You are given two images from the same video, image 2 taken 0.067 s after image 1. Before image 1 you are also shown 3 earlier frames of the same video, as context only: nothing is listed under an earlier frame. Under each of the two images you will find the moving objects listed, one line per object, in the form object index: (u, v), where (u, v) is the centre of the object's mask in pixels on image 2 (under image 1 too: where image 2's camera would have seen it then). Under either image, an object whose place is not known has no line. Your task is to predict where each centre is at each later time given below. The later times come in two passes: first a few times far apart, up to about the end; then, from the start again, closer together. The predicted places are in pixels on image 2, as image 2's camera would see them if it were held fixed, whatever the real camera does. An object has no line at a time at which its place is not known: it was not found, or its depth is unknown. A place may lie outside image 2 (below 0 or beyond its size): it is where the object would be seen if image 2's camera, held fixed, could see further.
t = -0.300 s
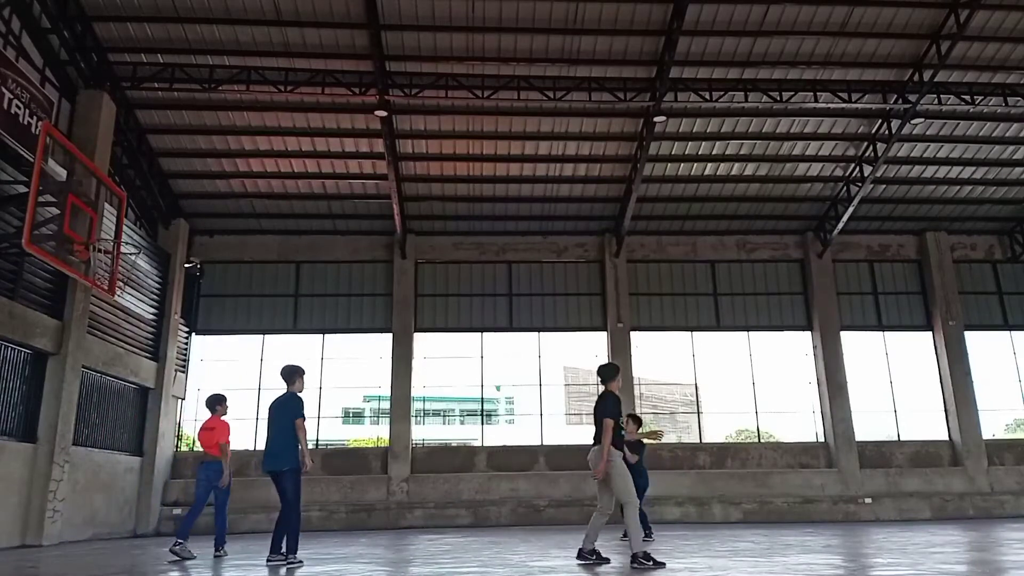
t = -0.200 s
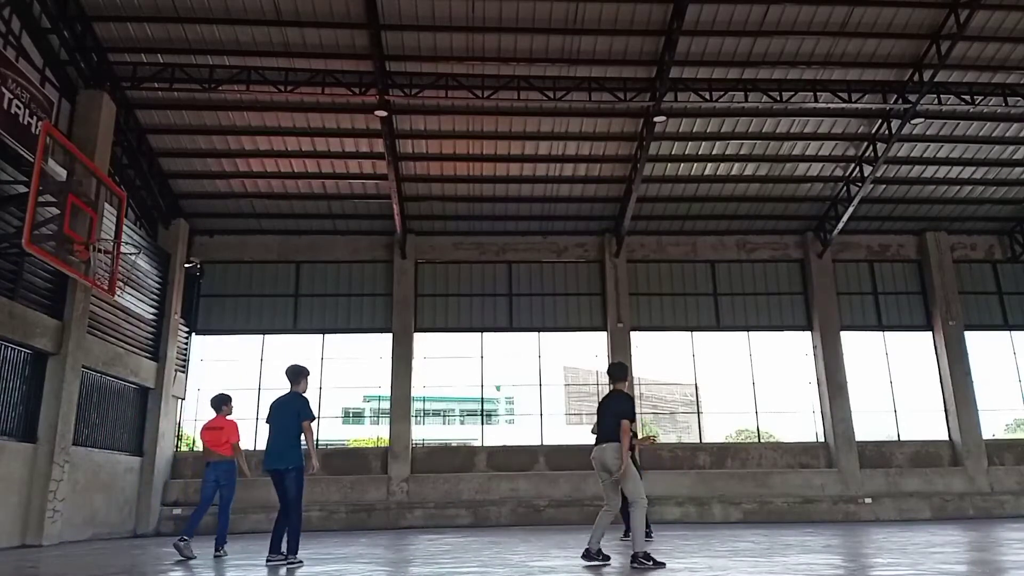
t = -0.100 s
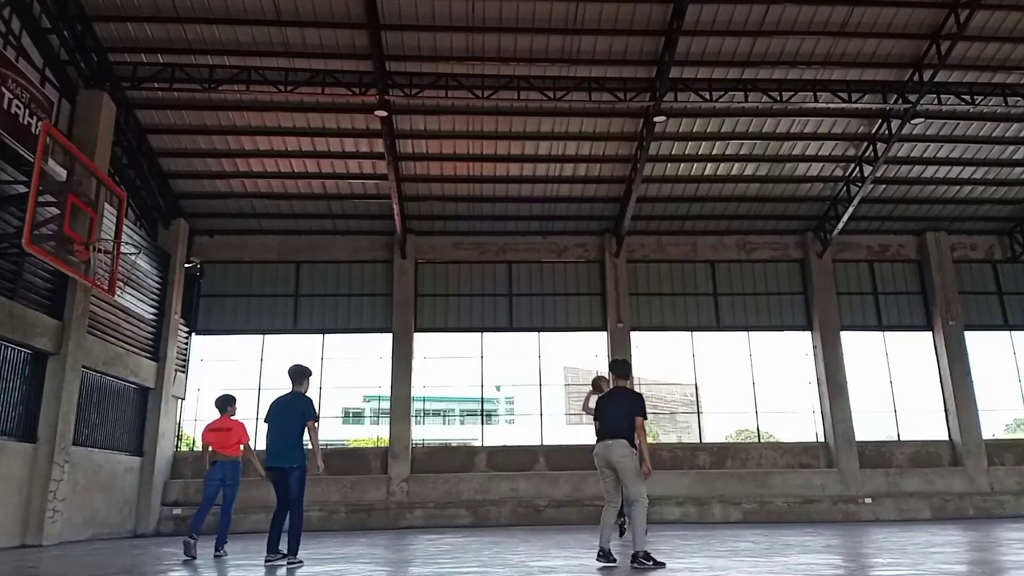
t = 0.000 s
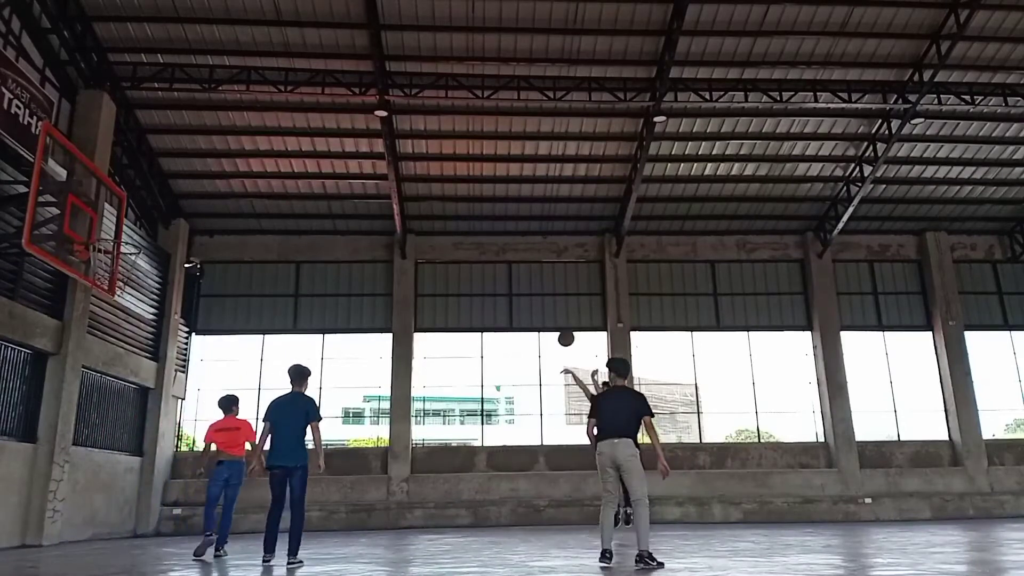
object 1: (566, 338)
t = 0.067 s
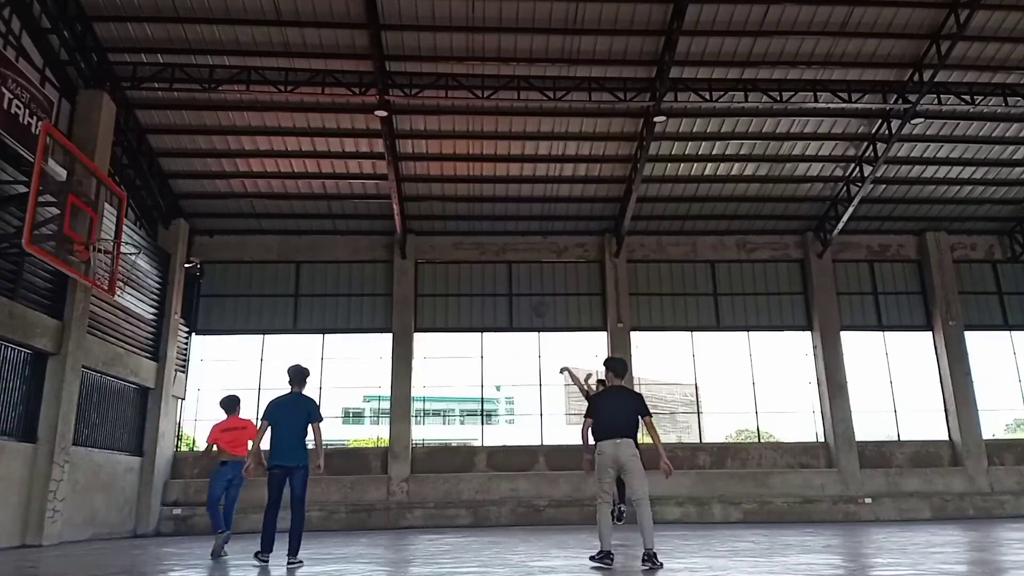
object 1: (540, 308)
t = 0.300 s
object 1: (449, 231)
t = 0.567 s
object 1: (338, 188)
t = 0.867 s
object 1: (192, 206)
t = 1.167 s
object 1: (133, 275)
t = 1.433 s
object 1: (152, 284)
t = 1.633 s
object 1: (160, 335)
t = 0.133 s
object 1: (515, 281)
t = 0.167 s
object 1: (503, 271)
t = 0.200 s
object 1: (488, 259)
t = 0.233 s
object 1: (475, 249)
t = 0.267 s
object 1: (461, 240)
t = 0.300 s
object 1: (449, 231)
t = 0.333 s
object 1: (436, 224)
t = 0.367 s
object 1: (422, 216)
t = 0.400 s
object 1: (410, 211)
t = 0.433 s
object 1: (394, 204)
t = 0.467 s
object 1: (381, 198)
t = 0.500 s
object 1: (367, 194)
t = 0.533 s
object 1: (352, 190)
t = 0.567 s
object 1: (338, 188)
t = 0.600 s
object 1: (323, 187)
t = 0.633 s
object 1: (307, 186)
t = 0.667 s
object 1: (292, 186)
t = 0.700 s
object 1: (276, 187)
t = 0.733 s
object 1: (260, 188)
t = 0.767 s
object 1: (244, 190)
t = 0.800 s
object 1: (228, 193)
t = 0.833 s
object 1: (210, 198)
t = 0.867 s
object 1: (192, 206)
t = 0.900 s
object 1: (175, 211)
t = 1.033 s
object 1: (107, 251)
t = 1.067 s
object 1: (113, 259)
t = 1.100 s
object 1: (123, 274)
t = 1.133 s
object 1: (129, 277)
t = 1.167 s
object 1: (133, 275)
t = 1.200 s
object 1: (136, 273)
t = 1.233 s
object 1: (138, 271)
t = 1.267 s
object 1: (141, 271)
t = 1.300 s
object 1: (143, 272)
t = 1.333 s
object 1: (146, 273)
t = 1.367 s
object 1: (148, 276)
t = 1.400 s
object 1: (150, 279)
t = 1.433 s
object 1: (152, 284)
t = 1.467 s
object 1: (154, 290)
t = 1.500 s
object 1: (154, 297)
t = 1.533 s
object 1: (157, 305)
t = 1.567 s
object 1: (156, 314)
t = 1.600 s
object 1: (159, 323)
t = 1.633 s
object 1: (160, 335)
